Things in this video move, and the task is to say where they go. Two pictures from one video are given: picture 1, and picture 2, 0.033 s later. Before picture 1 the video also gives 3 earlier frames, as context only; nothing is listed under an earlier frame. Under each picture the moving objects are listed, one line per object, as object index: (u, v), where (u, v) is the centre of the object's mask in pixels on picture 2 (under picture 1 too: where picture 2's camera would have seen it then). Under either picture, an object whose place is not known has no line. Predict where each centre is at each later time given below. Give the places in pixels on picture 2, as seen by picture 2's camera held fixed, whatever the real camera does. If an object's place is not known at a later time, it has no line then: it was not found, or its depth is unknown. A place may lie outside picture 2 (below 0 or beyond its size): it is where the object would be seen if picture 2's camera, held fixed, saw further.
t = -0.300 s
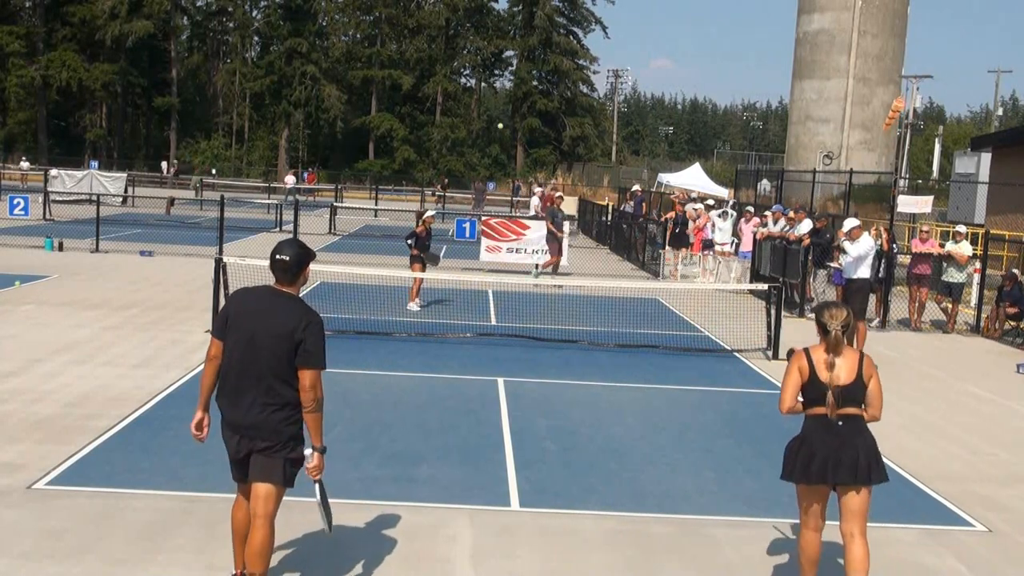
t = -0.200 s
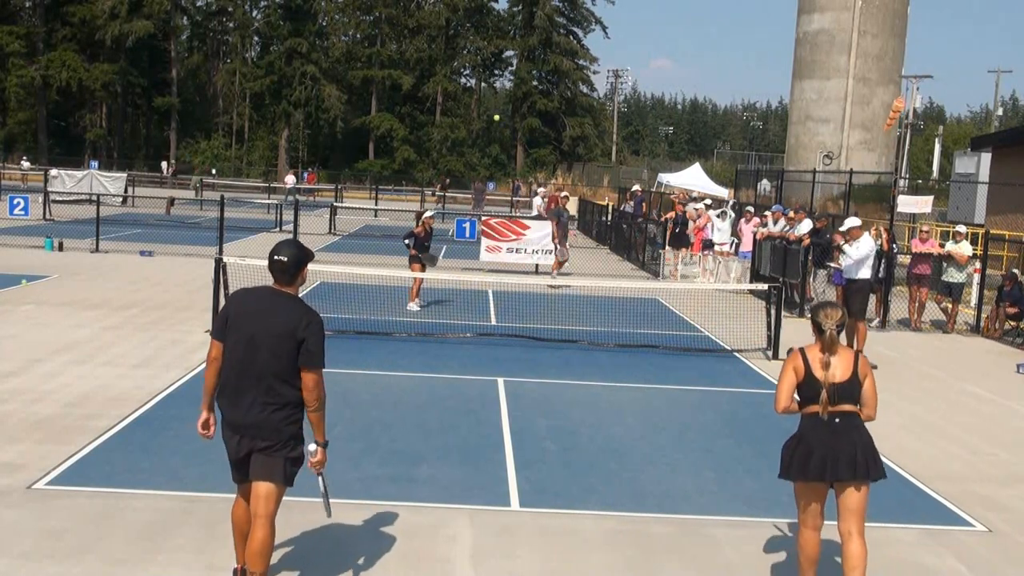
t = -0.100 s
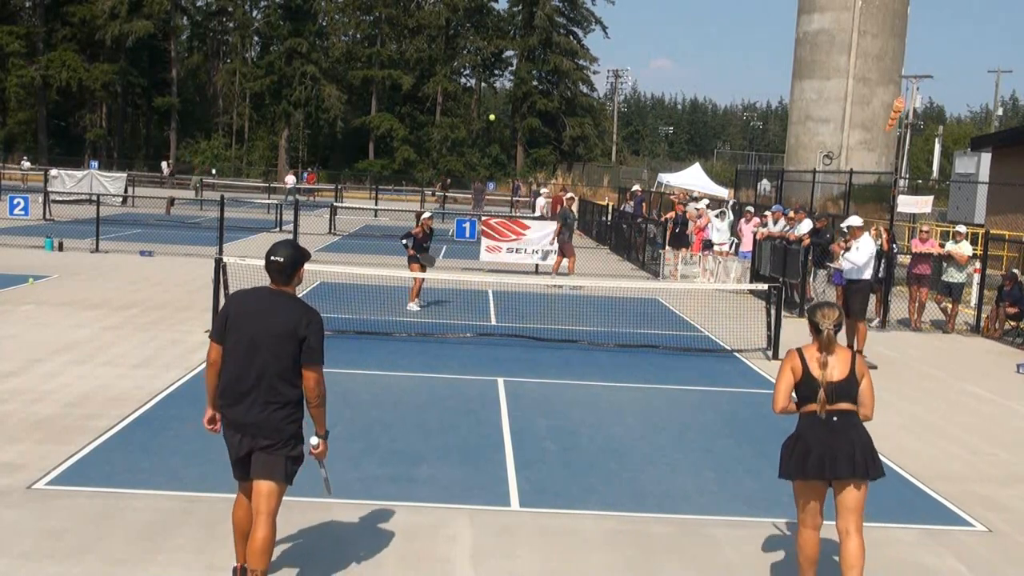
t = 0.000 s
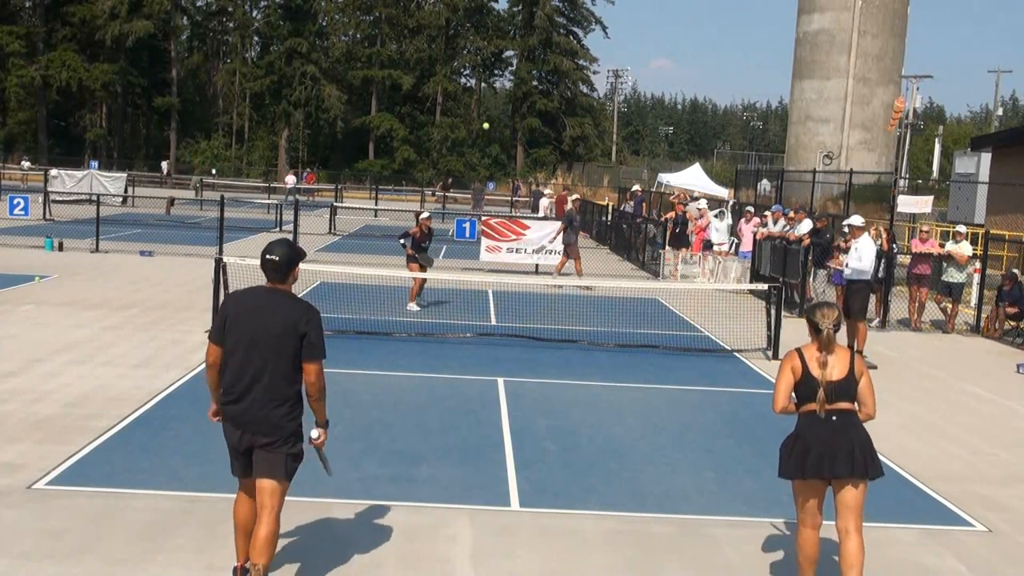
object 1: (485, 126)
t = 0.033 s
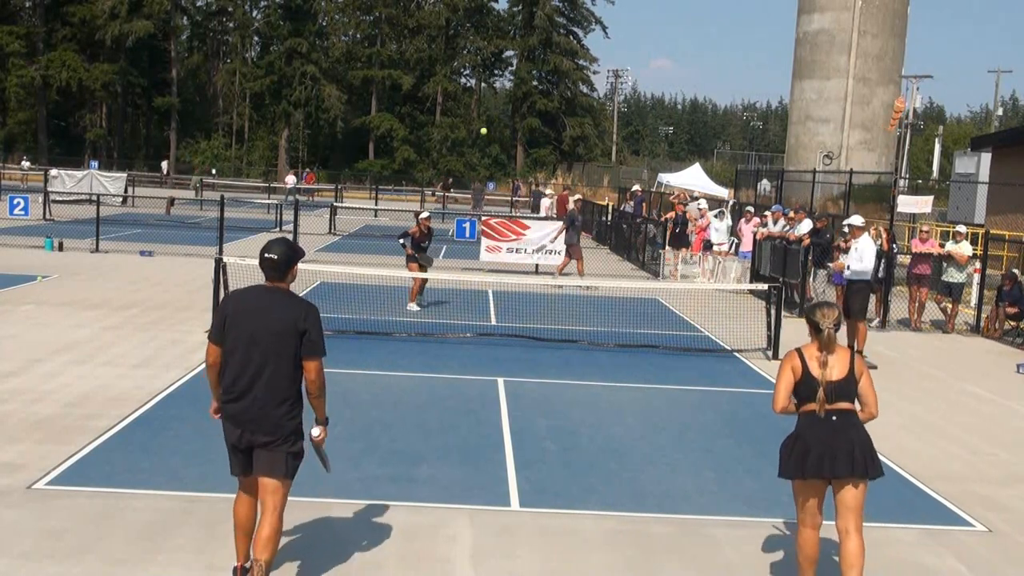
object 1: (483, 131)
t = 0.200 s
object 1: (470, 175)
